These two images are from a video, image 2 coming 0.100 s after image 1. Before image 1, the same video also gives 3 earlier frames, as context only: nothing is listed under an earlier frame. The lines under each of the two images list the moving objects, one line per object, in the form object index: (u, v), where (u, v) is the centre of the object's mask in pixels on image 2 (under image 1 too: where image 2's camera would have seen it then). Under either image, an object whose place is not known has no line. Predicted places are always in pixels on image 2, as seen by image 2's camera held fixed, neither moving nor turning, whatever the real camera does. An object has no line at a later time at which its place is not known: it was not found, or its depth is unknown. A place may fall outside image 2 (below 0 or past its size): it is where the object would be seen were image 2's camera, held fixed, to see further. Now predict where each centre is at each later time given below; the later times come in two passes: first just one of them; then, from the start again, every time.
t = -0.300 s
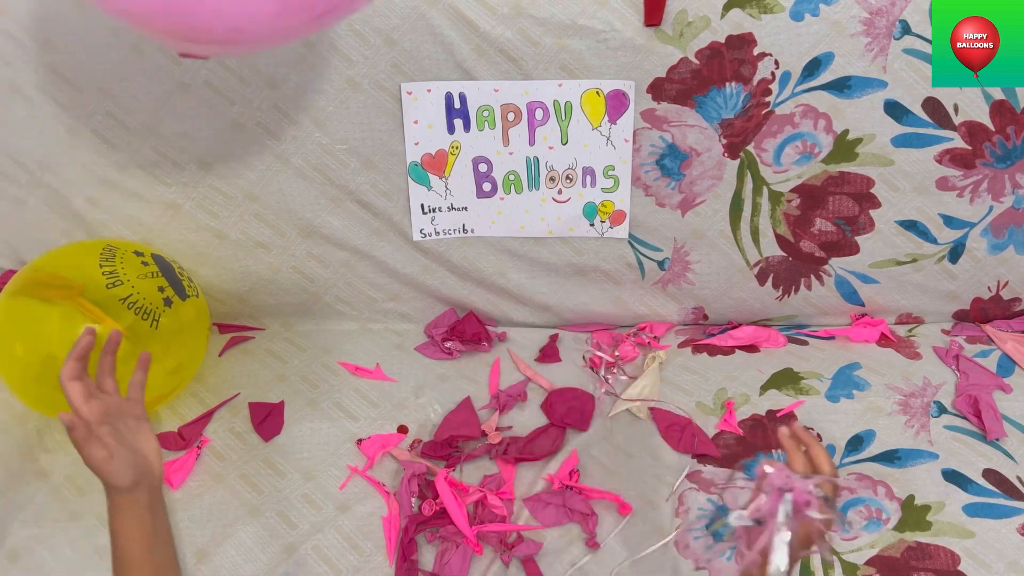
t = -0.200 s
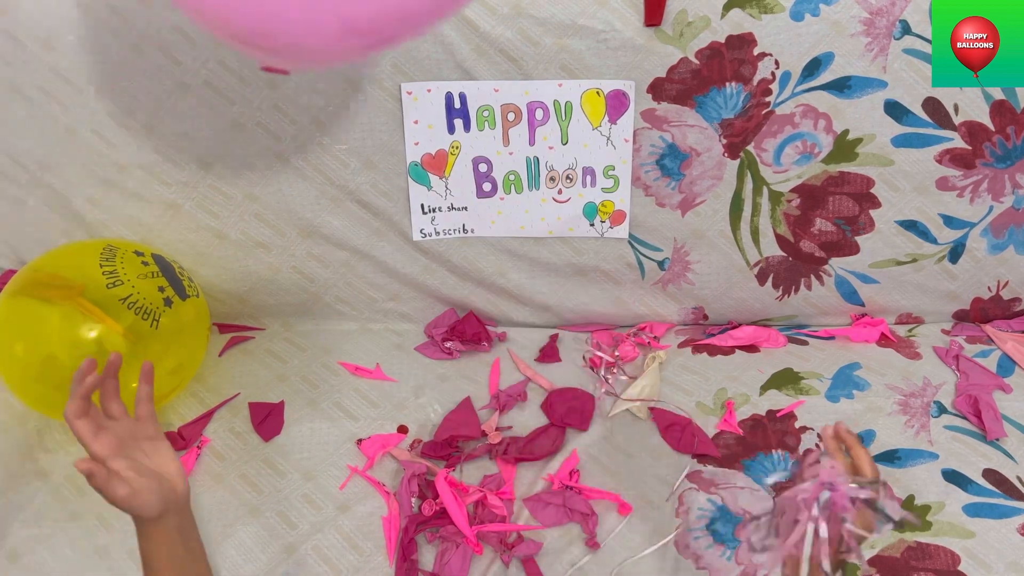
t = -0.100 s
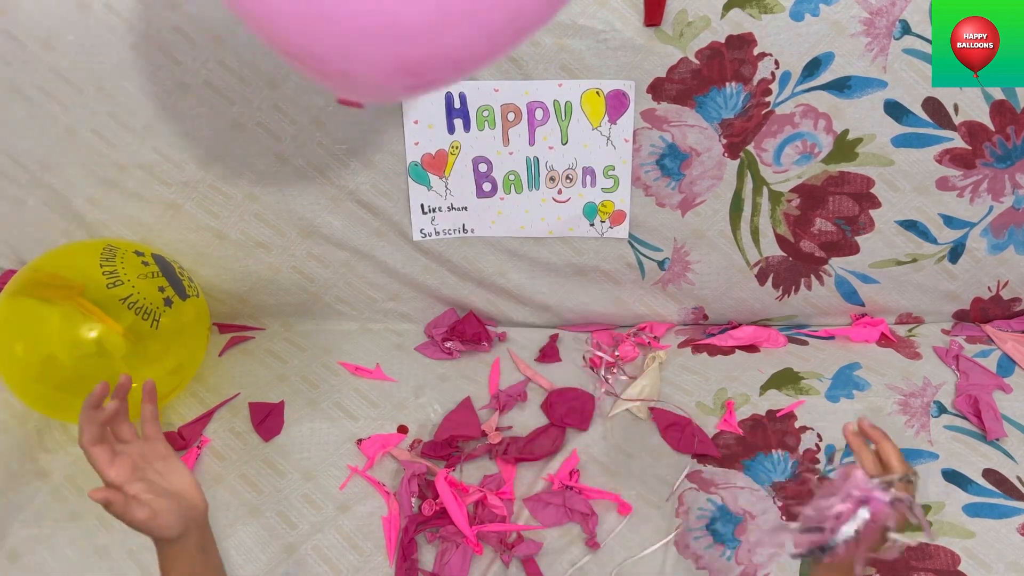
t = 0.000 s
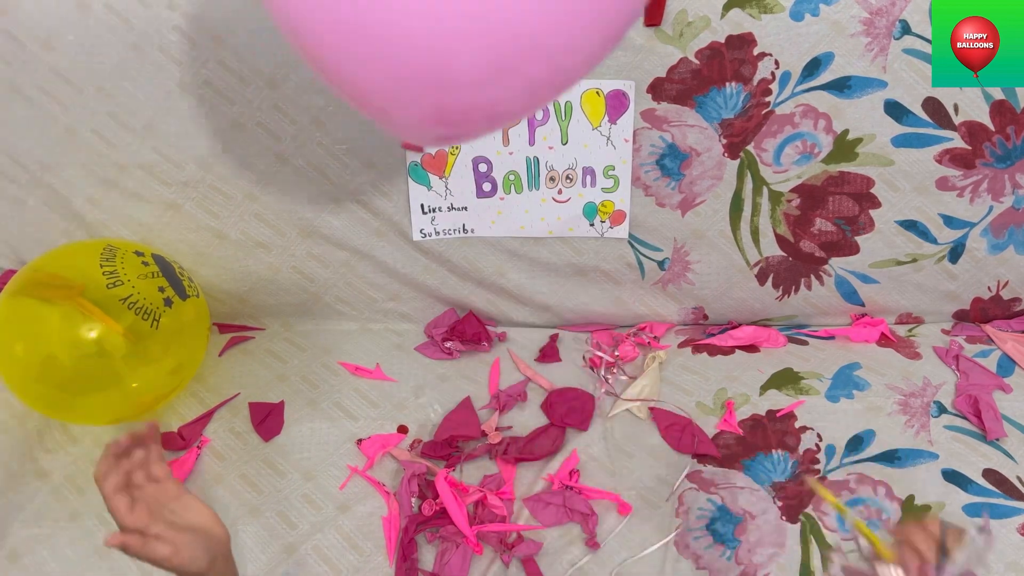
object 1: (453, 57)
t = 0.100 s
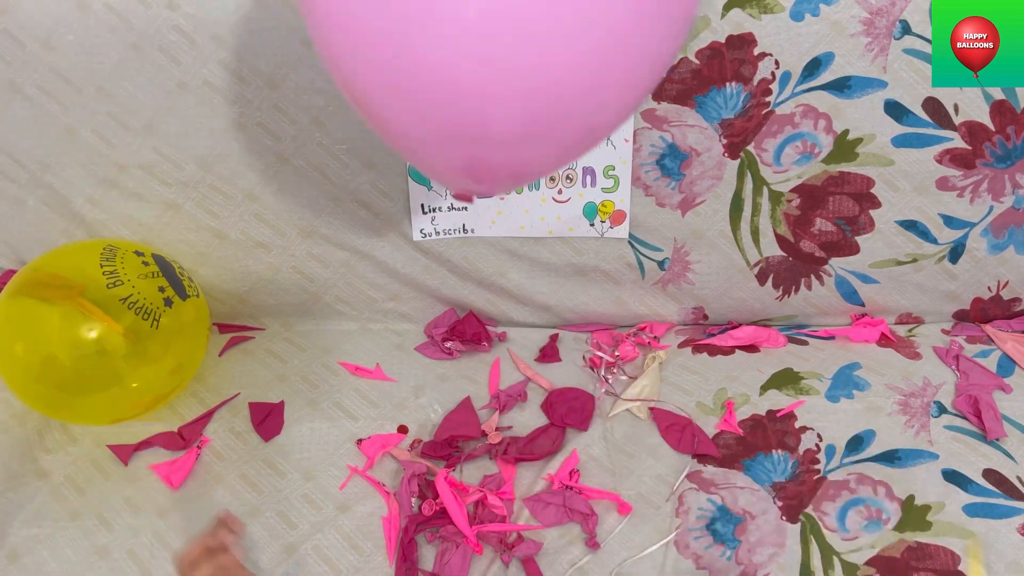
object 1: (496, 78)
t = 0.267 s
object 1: (544, 118)
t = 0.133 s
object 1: (507, 85)
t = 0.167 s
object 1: (518, 92)
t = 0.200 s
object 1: (527, 101)
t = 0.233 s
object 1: (536, 109)
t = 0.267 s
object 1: (544, 118)
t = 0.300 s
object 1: (551, 127)
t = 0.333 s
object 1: (557, 137)
